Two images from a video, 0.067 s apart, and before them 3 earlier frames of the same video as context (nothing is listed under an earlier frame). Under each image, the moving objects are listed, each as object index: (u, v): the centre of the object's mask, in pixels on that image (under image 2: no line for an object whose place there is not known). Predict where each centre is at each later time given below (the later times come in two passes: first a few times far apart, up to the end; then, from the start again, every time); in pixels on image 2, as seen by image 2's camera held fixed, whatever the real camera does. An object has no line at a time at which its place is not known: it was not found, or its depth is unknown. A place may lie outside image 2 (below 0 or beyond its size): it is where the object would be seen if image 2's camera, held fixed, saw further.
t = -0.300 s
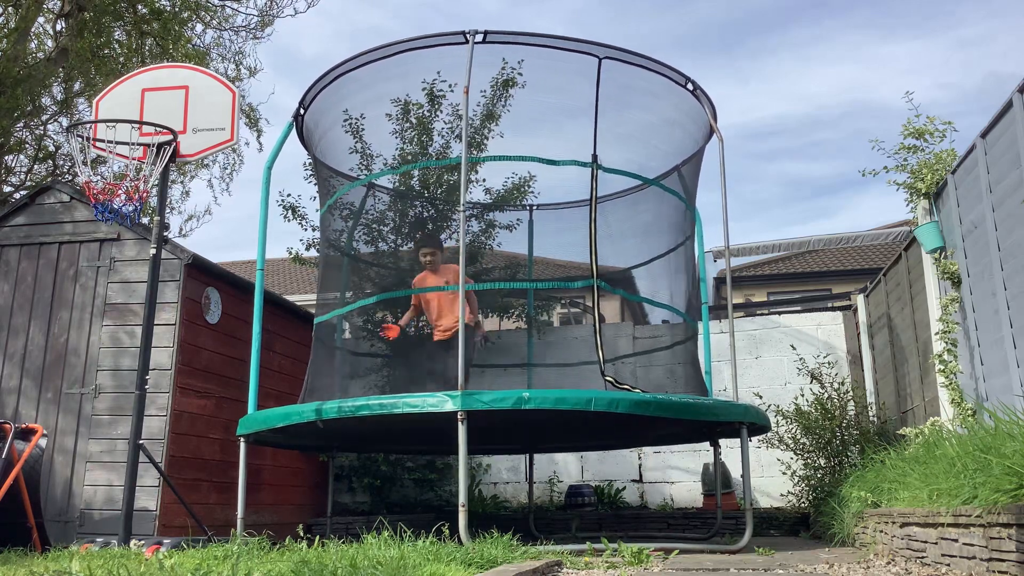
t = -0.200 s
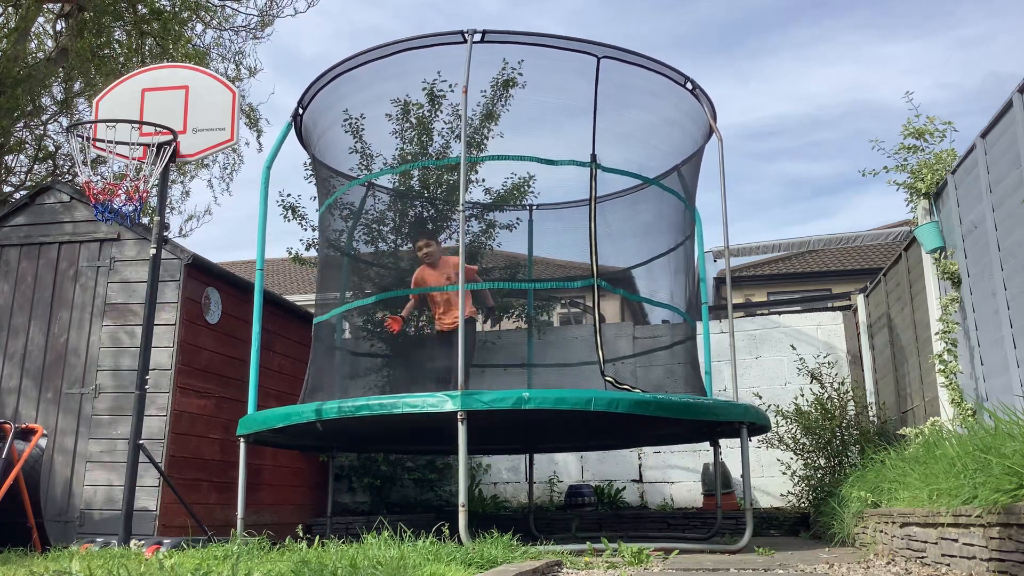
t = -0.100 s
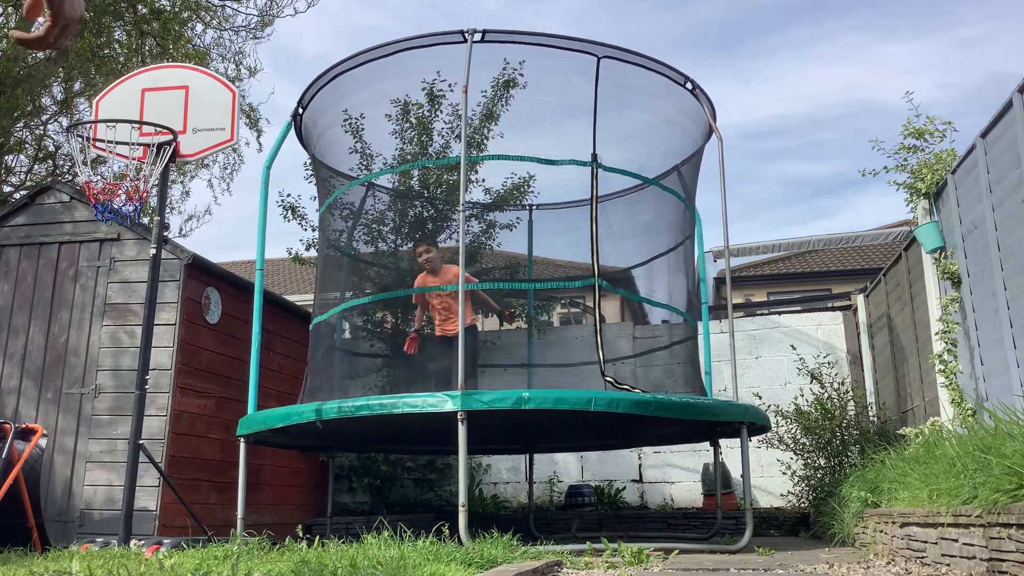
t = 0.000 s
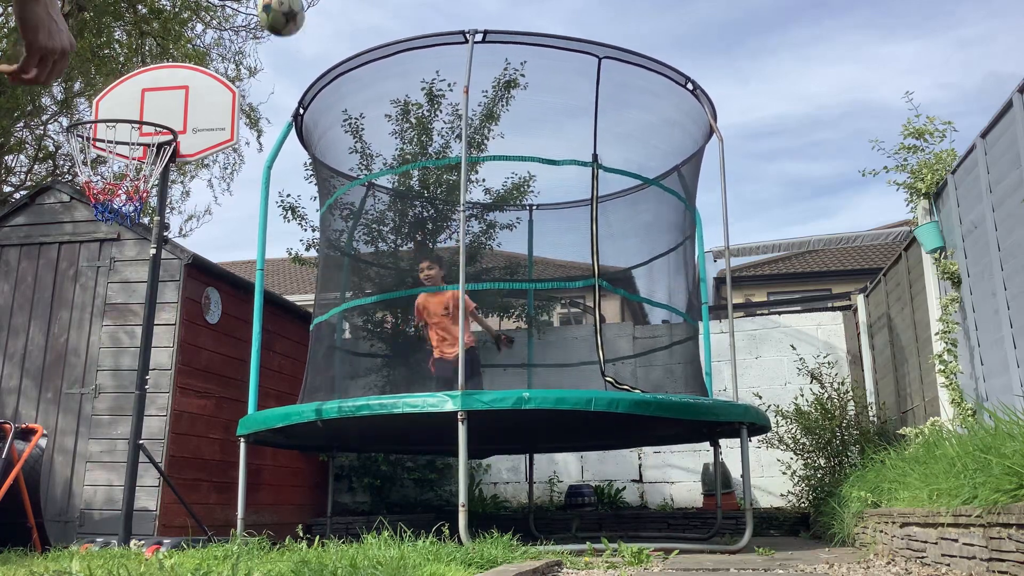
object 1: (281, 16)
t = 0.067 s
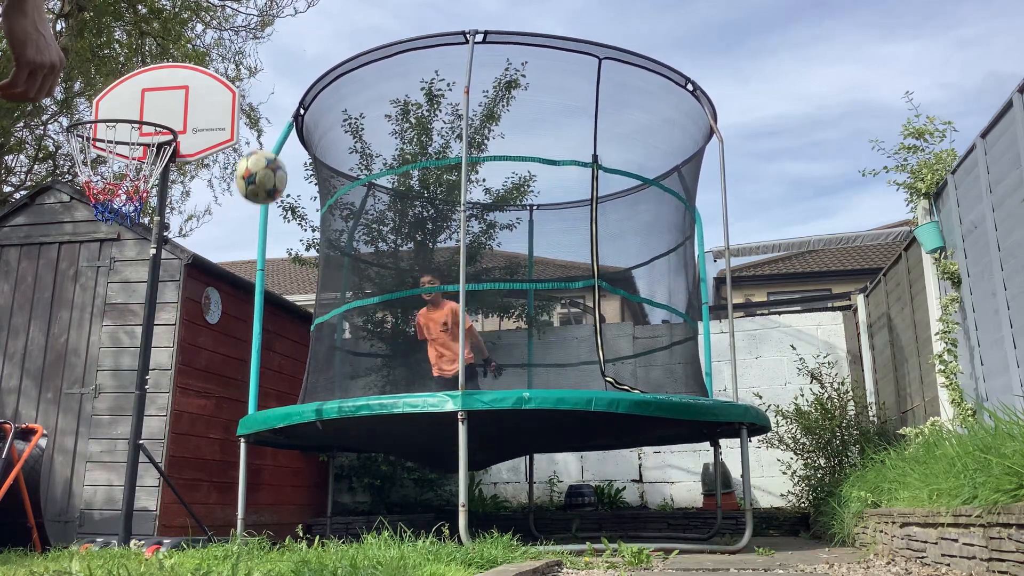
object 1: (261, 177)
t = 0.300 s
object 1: (213, 383)
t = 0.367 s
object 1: (214, 296)
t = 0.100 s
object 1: (248, 279)
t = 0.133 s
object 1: (234, 394)
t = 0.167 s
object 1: (217, 530)
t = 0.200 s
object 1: (211, 545)
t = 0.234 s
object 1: (212, 487)
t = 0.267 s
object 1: (213, 433)
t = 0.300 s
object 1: (213, 383)
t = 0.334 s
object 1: (214, 338)
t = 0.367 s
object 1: (214, 296)
